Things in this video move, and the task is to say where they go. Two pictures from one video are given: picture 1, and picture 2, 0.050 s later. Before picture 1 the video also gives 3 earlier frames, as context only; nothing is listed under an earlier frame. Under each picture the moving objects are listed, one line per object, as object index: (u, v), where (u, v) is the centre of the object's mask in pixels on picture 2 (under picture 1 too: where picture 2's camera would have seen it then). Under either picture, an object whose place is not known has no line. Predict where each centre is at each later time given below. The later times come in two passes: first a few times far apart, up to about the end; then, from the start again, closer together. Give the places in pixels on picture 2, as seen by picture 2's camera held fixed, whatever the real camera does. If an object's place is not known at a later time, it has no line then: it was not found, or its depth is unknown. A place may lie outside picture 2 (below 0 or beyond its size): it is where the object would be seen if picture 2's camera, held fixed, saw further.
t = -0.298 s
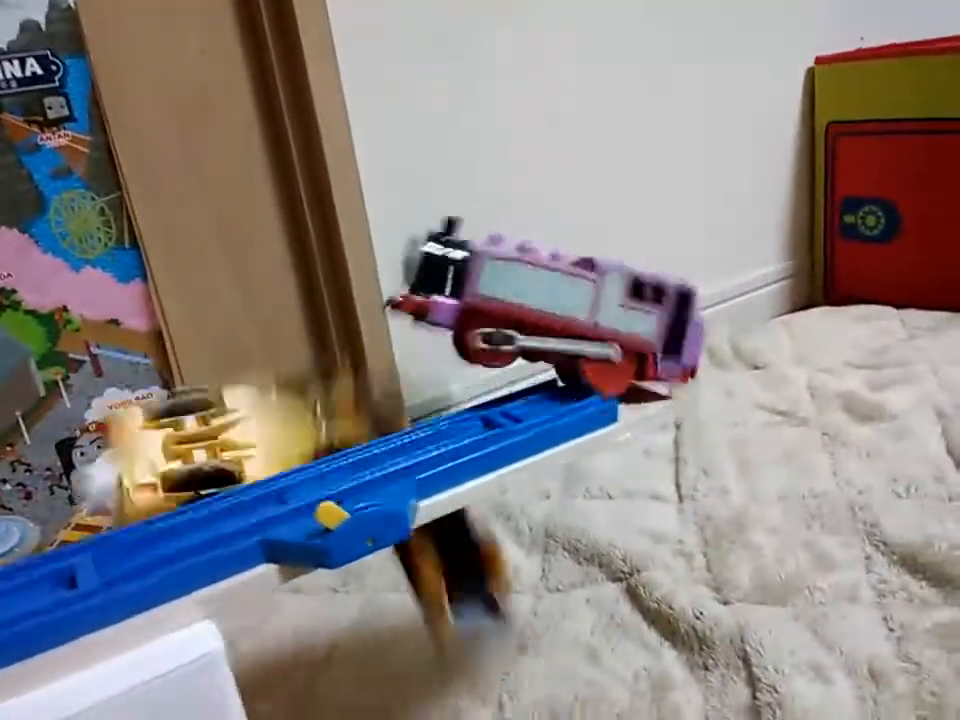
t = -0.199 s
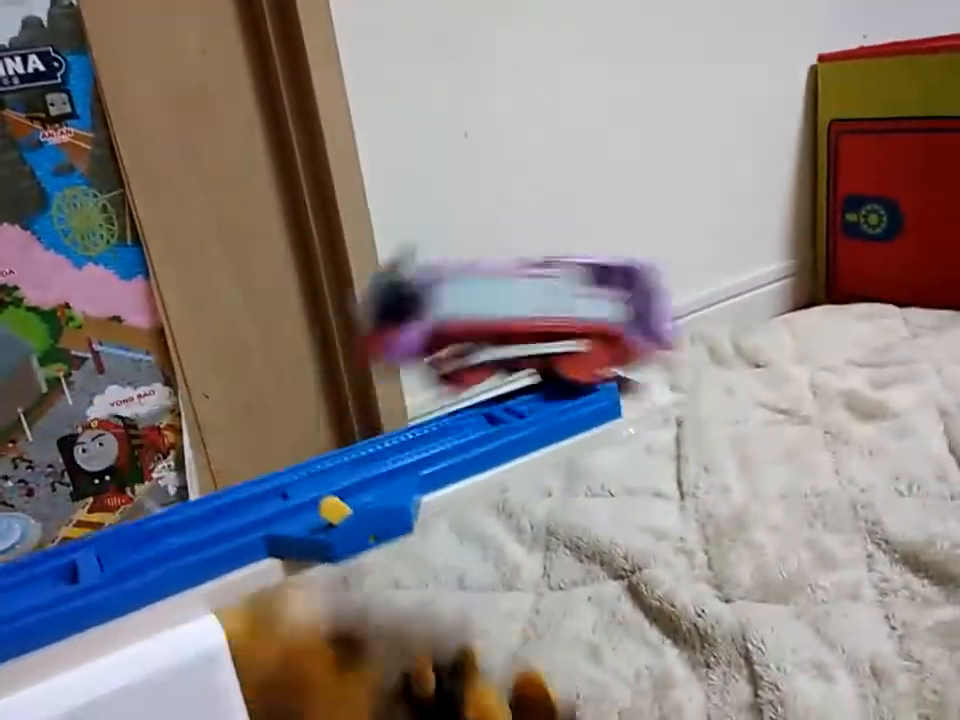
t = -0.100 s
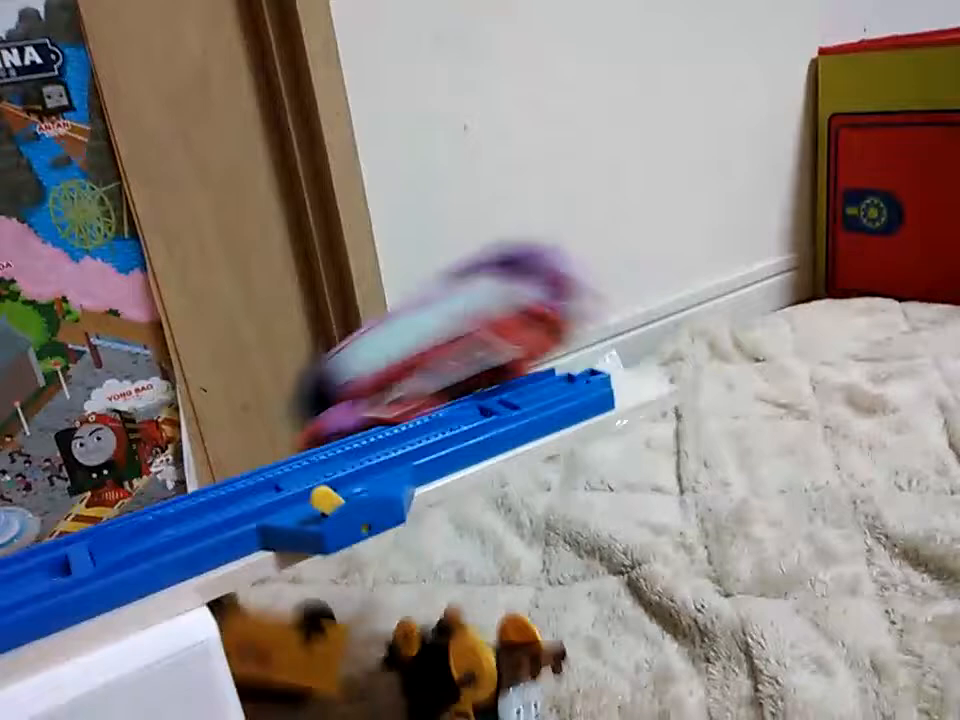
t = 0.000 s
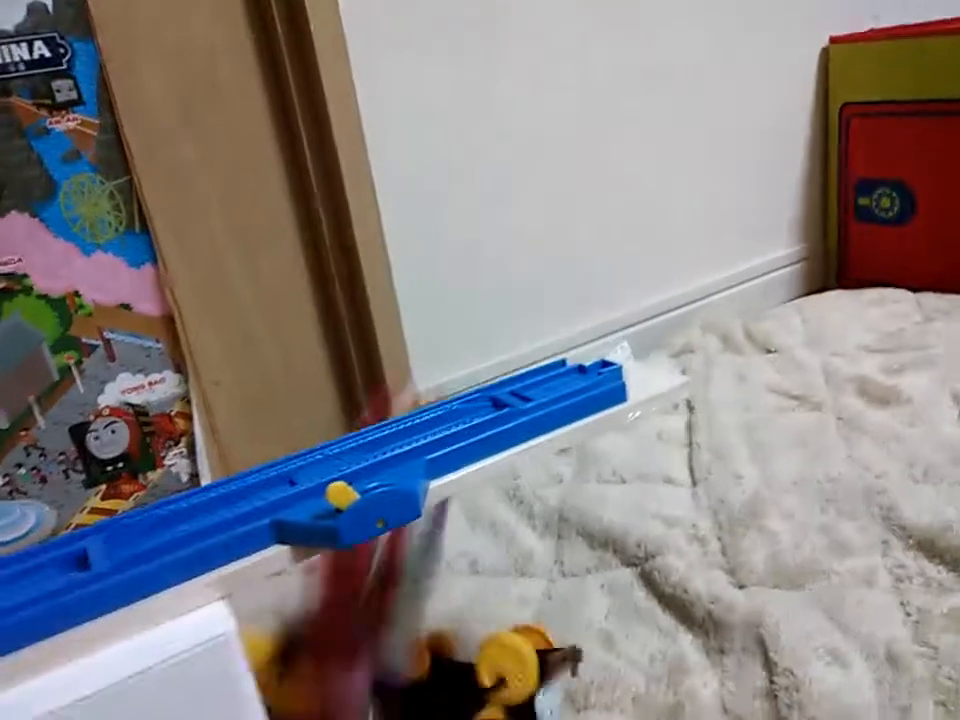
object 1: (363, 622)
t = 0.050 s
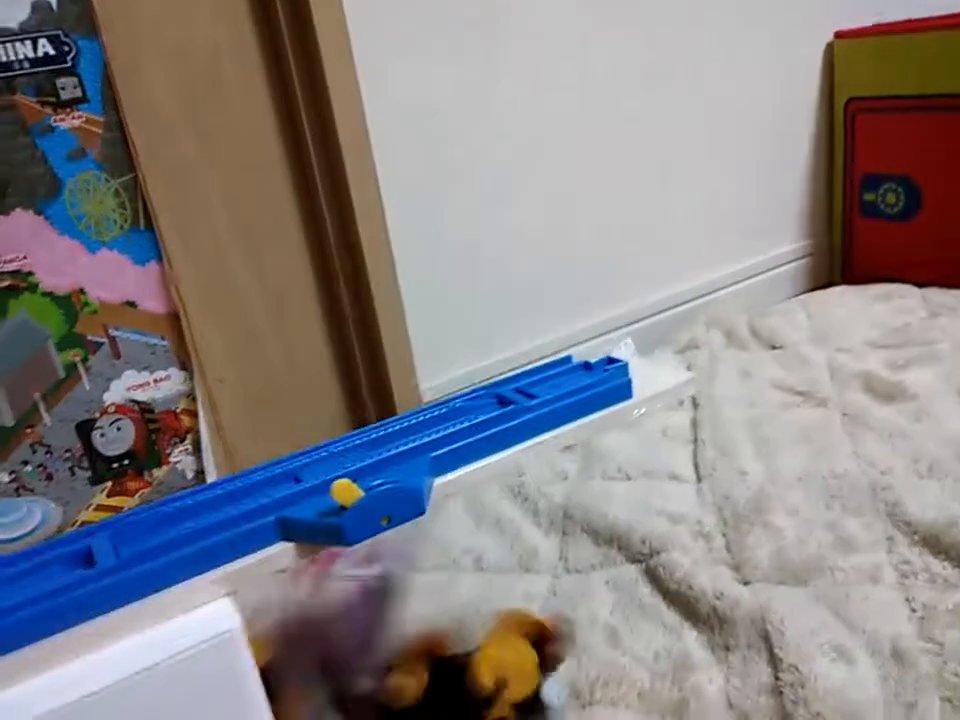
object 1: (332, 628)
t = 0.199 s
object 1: (302, 631)
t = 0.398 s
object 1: (302, 595)
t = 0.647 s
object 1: (354, 554)
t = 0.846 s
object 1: (348, 555)
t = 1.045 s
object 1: (347, 554)
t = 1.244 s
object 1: (348, 553)
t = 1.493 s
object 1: (348, 552)
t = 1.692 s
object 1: (347, 552)
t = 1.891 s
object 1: (348, 552)
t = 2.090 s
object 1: (349, 551)
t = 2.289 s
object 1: (348, 551)
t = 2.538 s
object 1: (348, 550)
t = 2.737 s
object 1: (348, 549)
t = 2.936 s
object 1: (349, 548)
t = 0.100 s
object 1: (314, 609)
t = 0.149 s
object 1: (306, 621)
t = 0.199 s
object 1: (302, 631)
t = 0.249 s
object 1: (295, 609)
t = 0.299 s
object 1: (296, 606)
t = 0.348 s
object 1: (297, 601)
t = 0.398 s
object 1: (302, 595)
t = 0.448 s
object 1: (306, 586)
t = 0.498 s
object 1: (328, 563)
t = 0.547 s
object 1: (348, 555)
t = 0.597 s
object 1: (354, 554)
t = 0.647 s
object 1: (354, 554)
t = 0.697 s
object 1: (348, 556)
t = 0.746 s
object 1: (343, 557)
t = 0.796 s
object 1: (345, 556)
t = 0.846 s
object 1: (348, 555)
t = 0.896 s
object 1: (347, 555)
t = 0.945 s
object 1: (346, 555)
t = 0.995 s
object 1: (347, 554)
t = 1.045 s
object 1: (347, 554)
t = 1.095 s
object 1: (348, 553)
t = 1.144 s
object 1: (348, 553)
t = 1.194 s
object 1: (348, 553)
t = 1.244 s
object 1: (348, 553)
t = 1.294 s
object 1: (347, 553)
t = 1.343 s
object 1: (347, 553)
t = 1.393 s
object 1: (347, 553)
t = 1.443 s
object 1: (347, 553)
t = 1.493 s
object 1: (348, 552)
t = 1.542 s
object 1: (347, 552)
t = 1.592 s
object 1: (348, 552)
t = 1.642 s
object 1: (348, 552)
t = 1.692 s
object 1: (347, 552)
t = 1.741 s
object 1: (348, 552)
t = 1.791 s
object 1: (348, 552)
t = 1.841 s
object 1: (348, 552)
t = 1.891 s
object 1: (348, 552)
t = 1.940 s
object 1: (346, 552)
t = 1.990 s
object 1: (347, 551)
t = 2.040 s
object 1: (349, 551)
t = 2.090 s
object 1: (349, 551)
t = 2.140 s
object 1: (349, 551)
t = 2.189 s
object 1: (348, 551)
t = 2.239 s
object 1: (348, 551)
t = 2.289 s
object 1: (348, 551)
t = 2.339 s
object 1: (349, 551)
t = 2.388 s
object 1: (349, 551)
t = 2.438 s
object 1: (348, 550)
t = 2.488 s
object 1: (348, 550)
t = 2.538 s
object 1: (348, 550)
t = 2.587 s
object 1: (348, 550)
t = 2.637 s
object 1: (349, 550)
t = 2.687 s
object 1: (348, 550)
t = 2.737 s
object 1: (348, 549)
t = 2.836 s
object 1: (348, 549)
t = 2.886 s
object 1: (348, 549)
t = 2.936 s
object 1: (349, 548)
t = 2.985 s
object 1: (349, 548)
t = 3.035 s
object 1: (349, 549)
